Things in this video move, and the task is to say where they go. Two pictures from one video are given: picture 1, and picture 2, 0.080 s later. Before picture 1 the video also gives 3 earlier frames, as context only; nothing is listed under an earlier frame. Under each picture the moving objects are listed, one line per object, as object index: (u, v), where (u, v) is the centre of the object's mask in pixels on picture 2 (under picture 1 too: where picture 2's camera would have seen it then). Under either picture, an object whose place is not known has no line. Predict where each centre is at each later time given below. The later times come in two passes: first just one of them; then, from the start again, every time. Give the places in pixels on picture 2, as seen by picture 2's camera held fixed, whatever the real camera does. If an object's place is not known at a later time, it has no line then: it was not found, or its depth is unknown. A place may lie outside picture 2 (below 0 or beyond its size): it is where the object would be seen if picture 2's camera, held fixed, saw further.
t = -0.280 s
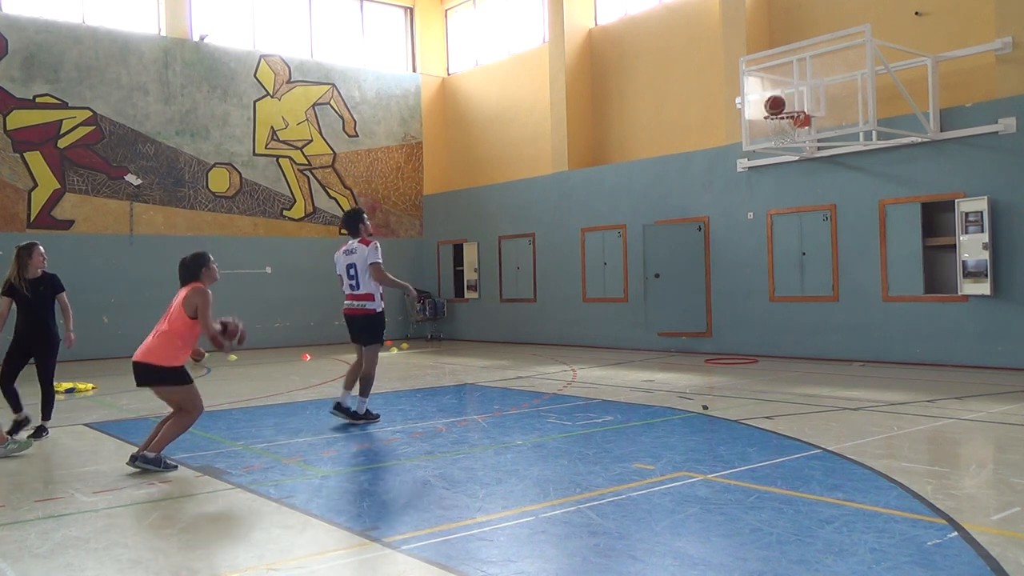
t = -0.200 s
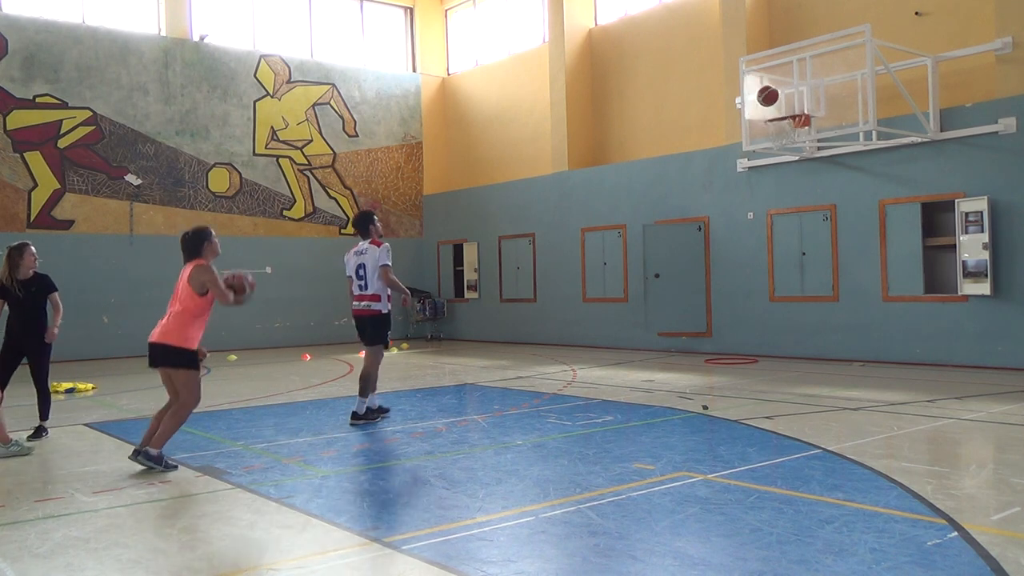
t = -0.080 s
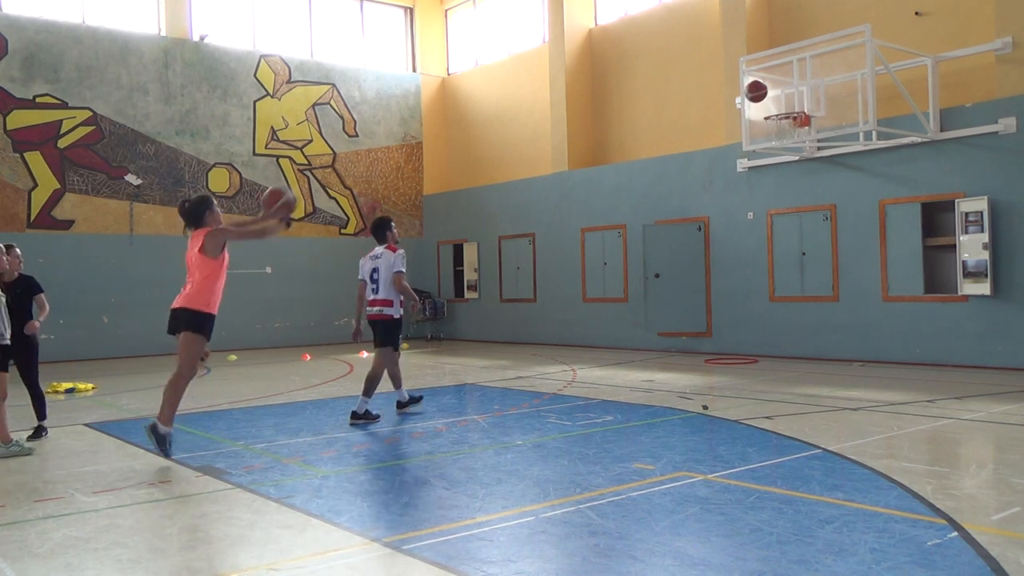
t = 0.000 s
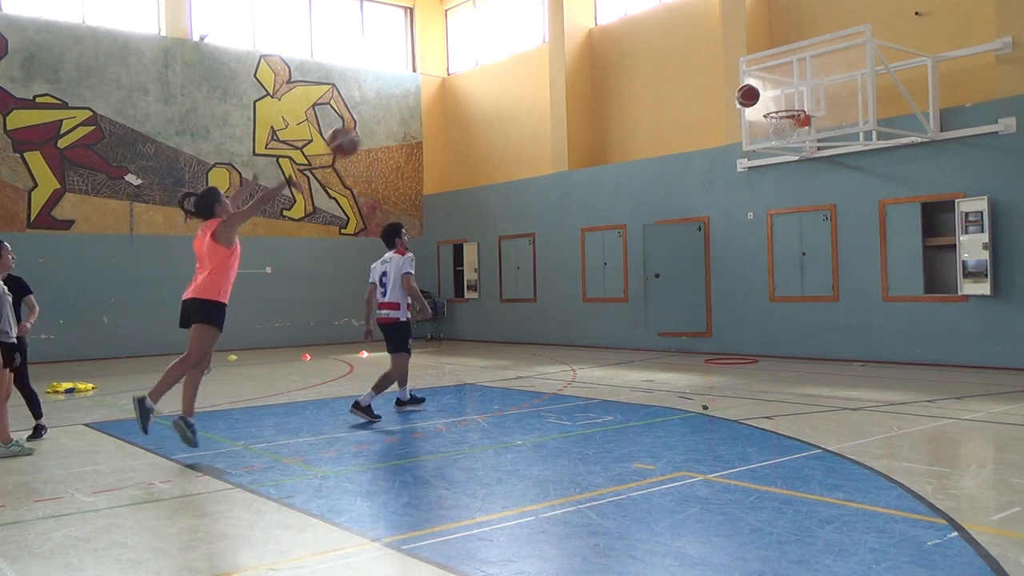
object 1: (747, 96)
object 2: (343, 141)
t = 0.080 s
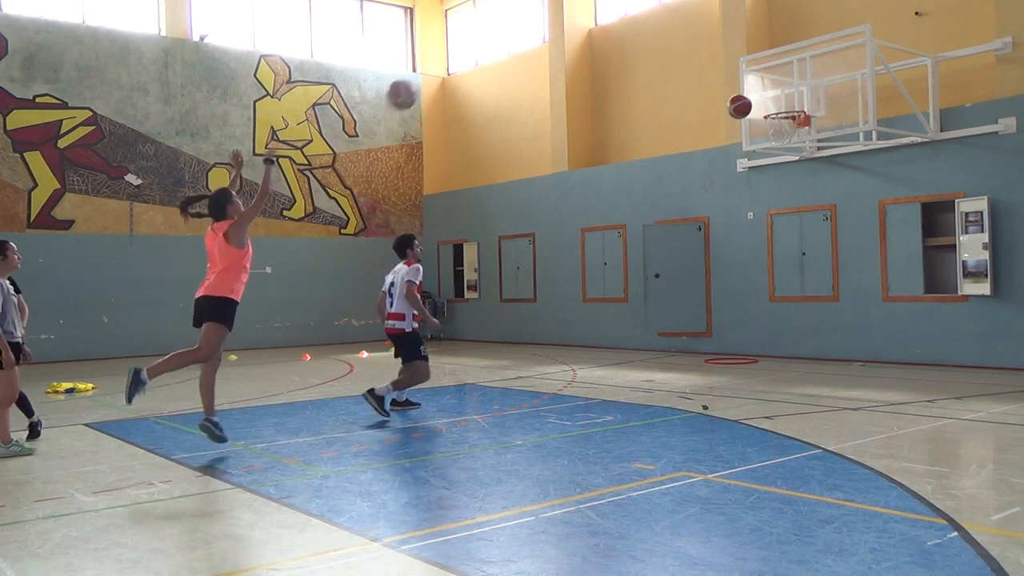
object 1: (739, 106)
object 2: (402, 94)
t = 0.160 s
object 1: (731, 125)
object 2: (453, 59)
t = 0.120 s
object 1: (735, 115)
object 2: (428, 75)
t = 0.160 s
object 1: (731, 125)
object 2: (453, 59)
